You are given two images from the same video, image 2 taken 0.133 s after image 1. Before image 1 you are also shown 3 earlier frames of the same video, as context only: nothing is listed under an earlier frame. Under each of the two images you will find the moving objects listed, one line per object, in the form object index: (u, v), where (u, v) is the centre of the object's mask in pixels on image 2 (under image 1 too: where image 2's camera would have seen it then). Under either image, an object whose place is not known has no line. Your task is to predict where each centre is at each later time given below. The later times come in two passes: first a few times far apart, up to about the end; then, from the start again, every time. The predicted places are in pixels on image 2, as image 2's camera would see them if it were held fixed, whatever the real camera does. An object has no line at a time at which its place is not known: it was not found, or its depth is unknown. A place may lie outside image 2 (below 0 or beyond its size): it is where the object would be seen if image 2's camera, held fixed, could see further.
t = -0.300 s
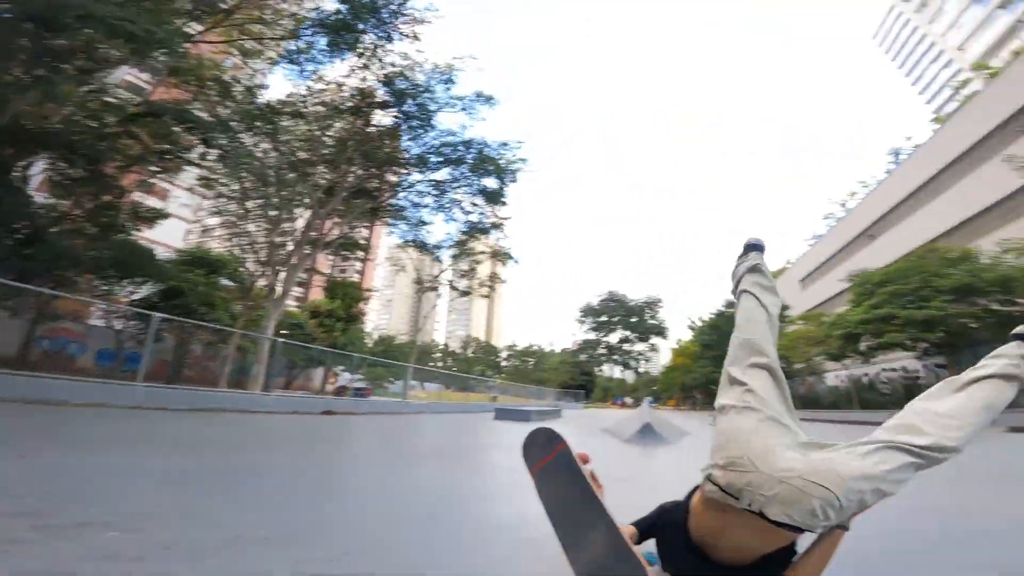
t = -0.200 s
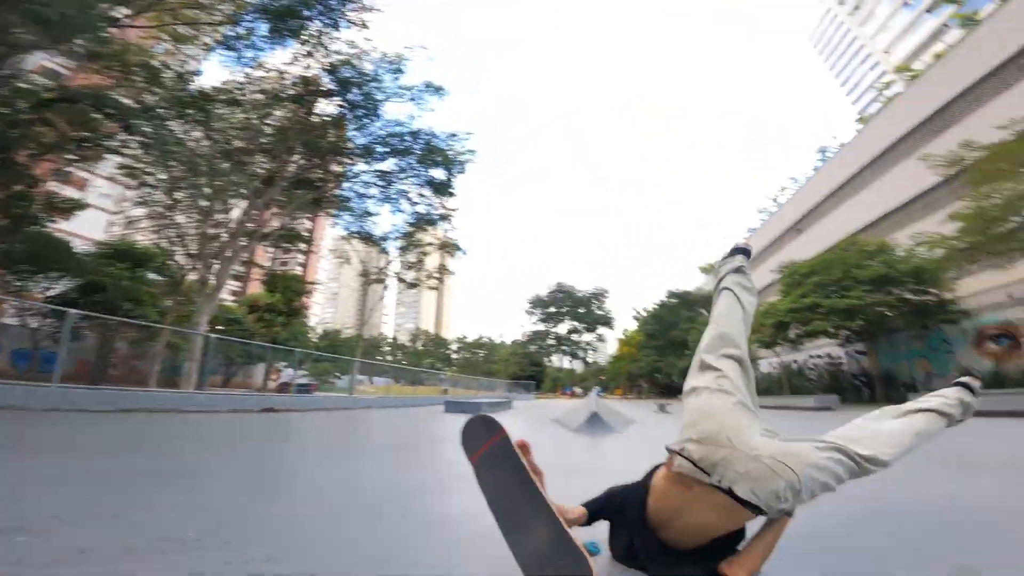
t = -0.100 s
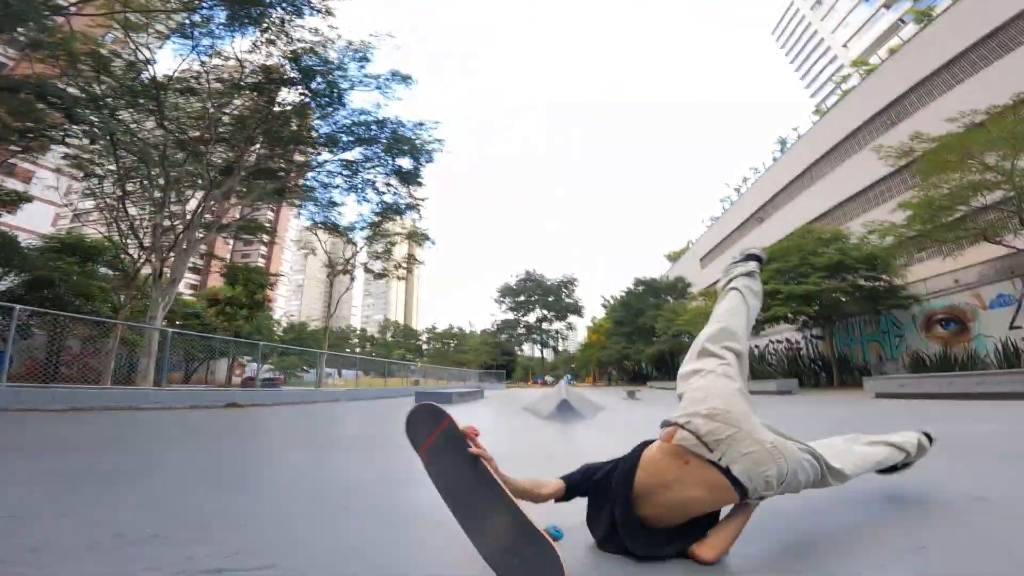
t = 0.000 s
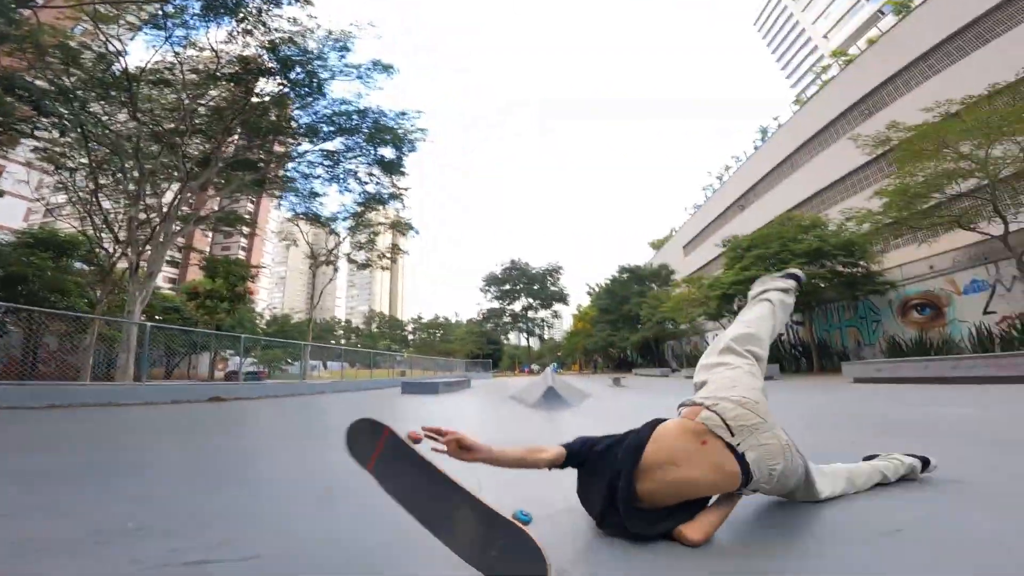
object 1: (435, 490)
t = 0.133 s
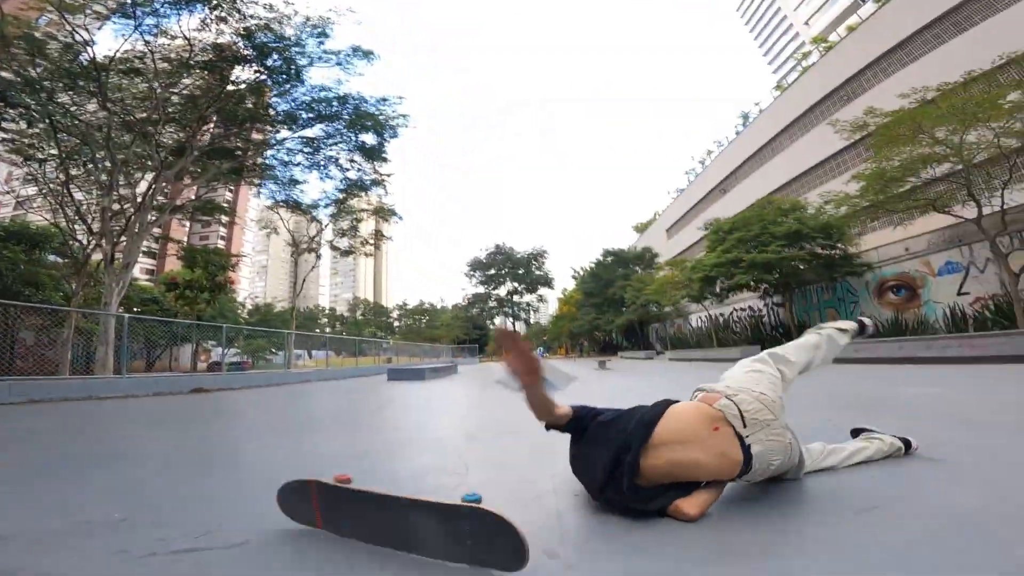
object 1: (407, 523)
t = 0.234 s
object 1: (379, 523)
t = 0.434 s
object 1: (366, 538)
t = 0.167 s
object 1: (398, 522)
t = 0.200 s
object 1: (389, 522)
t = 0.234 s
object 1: (379, 523)
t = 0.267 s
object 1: (369, 524)
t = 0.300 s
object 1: (369, 532)
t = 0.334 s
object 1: (372, 541)
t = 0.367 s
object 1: (373, 542)
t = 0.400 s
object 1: (369, 540)
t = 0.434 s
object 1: (366, 538)
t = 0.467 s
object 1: (364, 537)
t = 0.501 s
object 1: (362, 536)
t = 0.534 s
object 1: (360, 536)
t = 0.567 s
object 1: (358, 535)
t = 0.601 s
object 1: (356, 535)
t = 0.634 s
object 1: (355, 534)
